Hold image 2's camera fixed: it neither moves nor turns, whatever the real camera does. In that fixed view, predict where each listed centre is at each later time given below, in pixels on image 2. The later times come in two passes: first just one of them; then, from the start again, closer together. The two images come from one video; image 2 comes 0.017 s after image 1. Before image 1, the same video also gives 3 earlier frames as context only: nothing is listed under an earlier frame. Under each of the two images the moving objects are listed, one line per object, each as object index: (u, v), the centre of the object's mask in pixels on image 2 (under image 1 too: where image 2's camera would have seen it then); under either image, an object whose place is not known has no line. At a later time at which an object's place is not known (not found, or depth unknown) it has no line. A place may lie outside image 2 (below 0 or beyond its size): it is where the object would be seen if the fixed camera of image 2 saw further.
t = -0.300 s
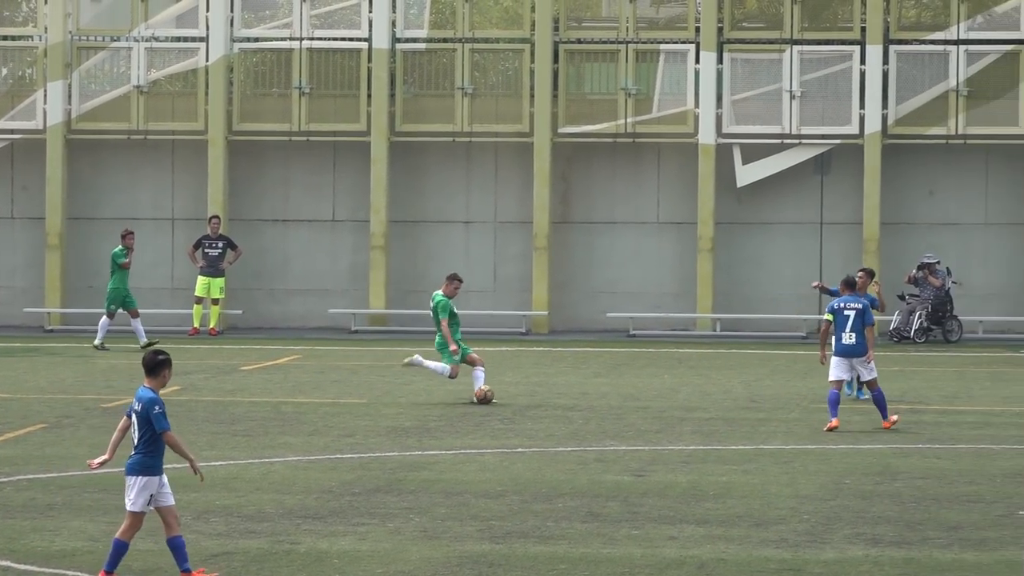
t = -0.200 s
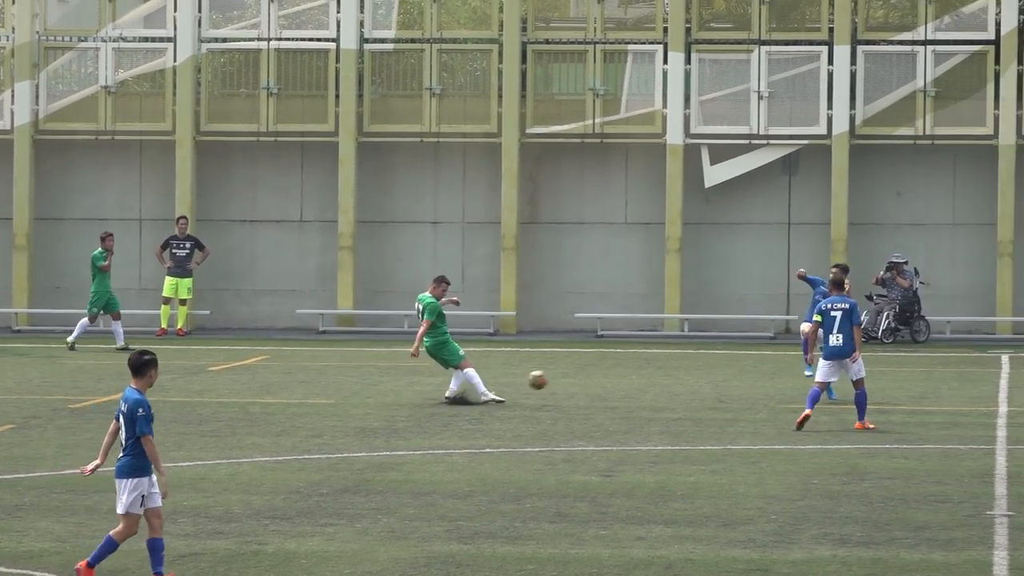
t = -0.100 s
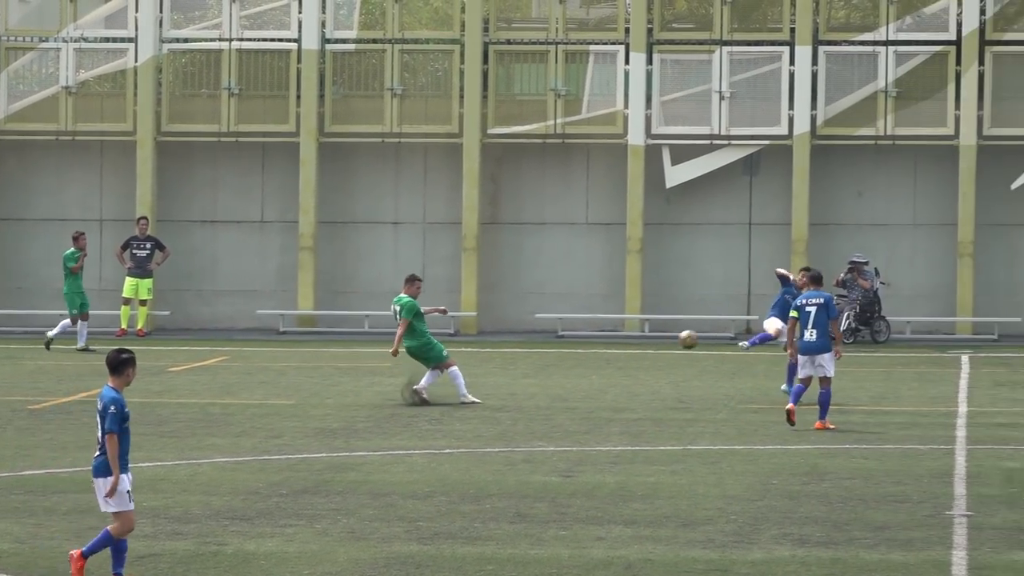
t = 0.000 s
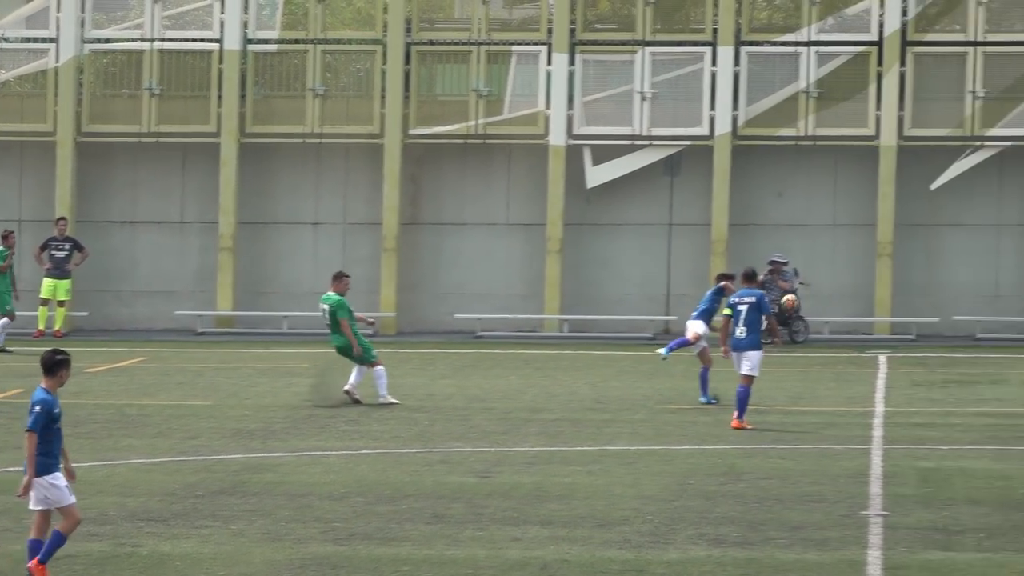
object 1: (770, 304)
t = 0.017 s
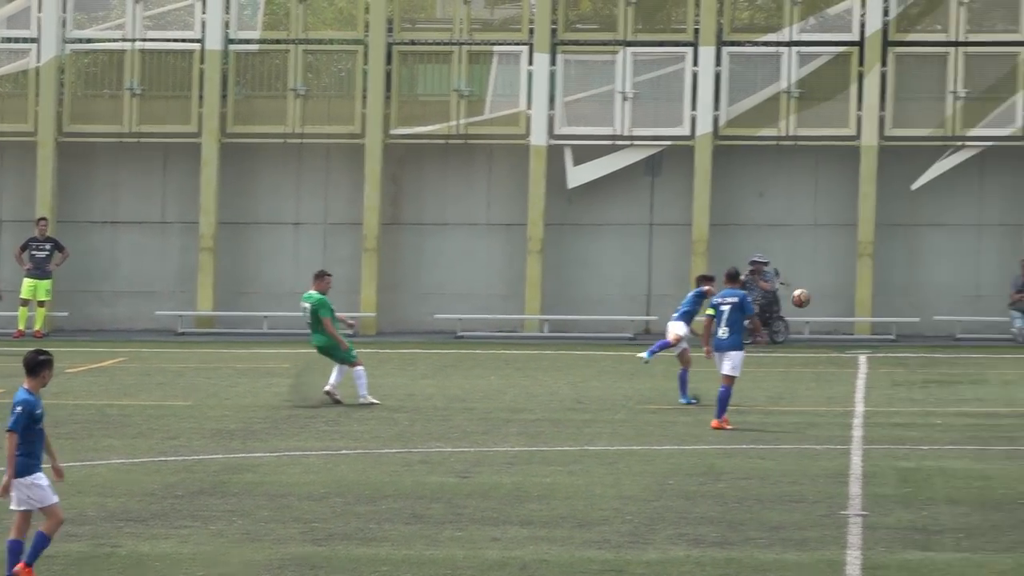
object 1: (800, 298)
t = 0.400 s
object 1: (1519, 190)
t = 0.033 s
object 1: (830, 292)
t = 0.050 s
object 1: (860, 285)
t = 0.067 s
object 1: (890, 279)
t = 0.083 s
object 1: (921, 274)
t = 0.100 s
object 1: (951, 268)
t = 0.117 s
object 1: (981, 263)
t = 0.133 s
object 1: (1012, 257)
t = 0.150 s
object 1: (1043, 251)
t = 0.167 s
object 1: (1073, 247)
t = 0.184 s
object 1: (1104, 242)
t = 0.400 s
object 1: (1519, 190)
